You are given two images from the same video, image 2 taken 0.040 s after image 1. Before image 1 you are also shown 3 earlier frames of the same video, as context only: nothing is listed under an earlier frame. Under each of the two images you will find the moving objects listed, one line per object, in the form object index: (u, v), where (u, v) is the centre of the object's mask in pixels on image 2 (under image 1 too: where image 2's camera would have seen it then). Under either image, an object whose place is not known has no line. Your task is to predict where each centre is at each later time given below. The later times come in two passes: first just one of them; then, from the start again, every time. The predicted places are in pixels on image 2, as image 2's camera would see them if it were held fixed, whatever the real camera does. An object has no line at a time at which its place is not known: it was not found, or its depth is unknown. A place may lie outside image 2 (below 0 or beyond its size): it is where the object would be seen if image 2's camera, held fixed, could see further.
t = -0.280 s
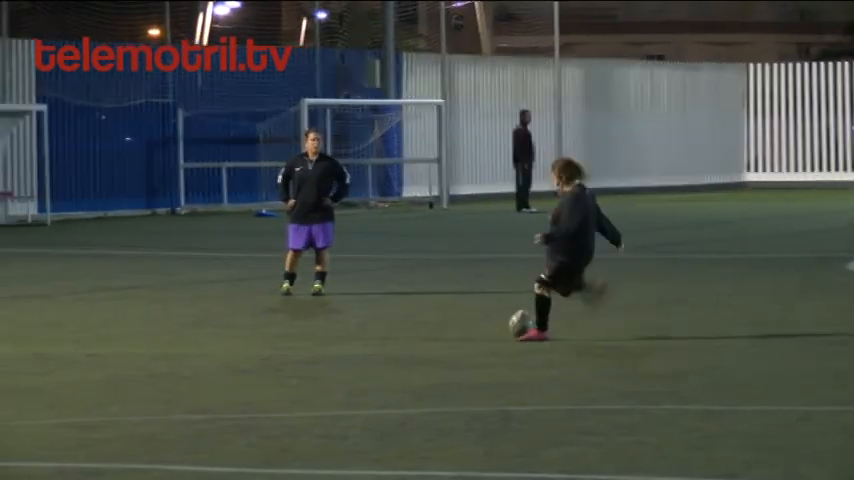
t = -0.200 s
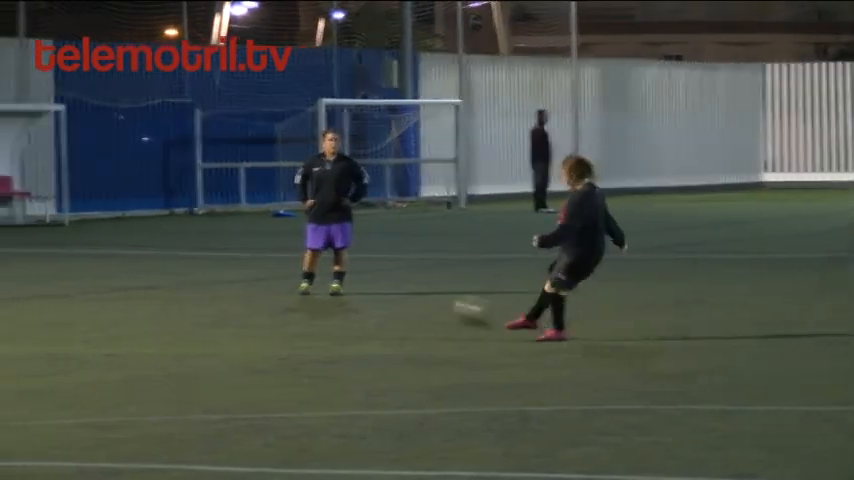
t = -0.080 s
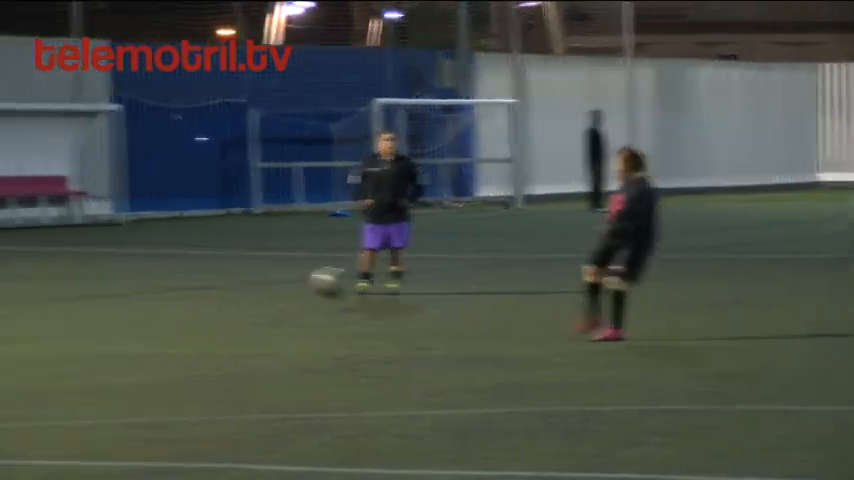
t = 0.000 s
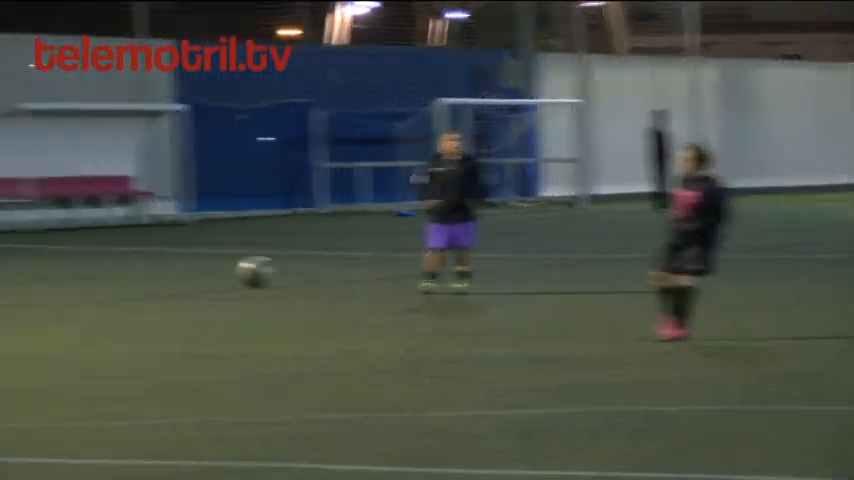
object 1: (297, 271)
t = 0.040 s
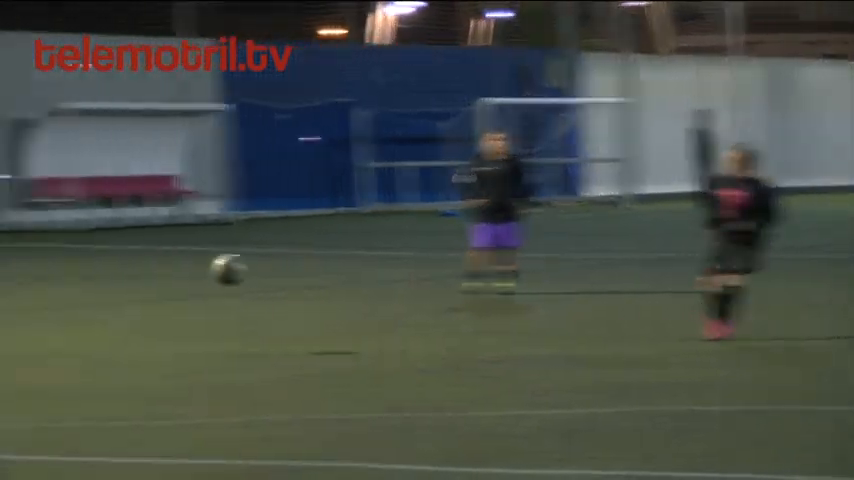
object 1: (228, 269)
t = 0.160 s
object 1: (5, 277)
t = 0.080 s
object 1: (158, 269)
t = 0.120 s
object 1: (83, 271)
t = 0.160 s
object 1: (5, 277)
